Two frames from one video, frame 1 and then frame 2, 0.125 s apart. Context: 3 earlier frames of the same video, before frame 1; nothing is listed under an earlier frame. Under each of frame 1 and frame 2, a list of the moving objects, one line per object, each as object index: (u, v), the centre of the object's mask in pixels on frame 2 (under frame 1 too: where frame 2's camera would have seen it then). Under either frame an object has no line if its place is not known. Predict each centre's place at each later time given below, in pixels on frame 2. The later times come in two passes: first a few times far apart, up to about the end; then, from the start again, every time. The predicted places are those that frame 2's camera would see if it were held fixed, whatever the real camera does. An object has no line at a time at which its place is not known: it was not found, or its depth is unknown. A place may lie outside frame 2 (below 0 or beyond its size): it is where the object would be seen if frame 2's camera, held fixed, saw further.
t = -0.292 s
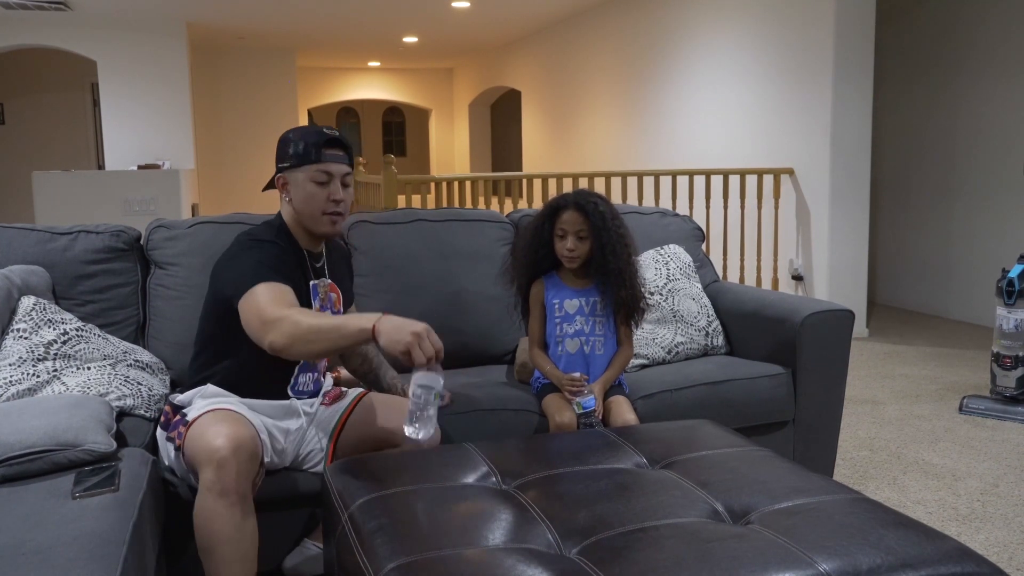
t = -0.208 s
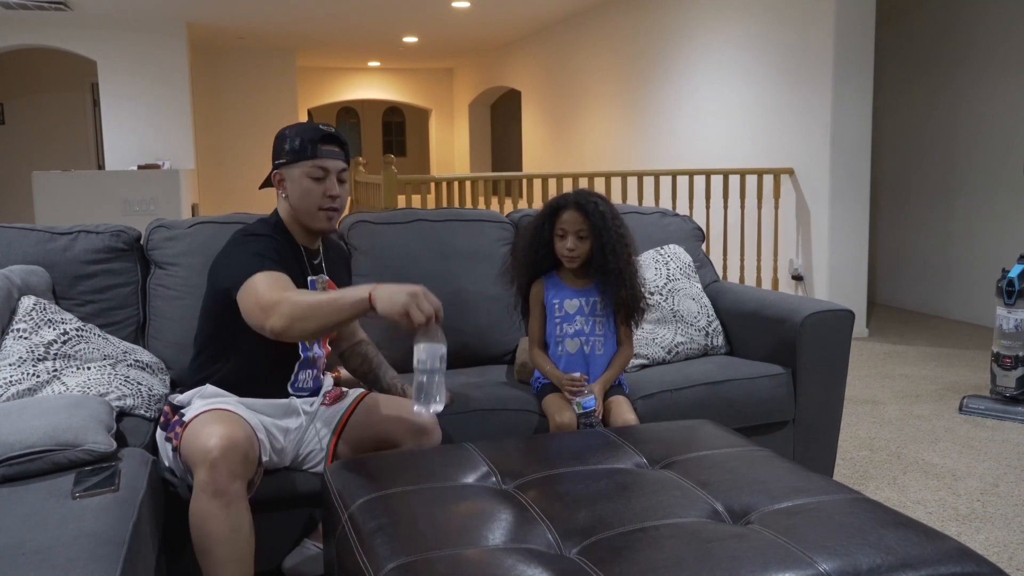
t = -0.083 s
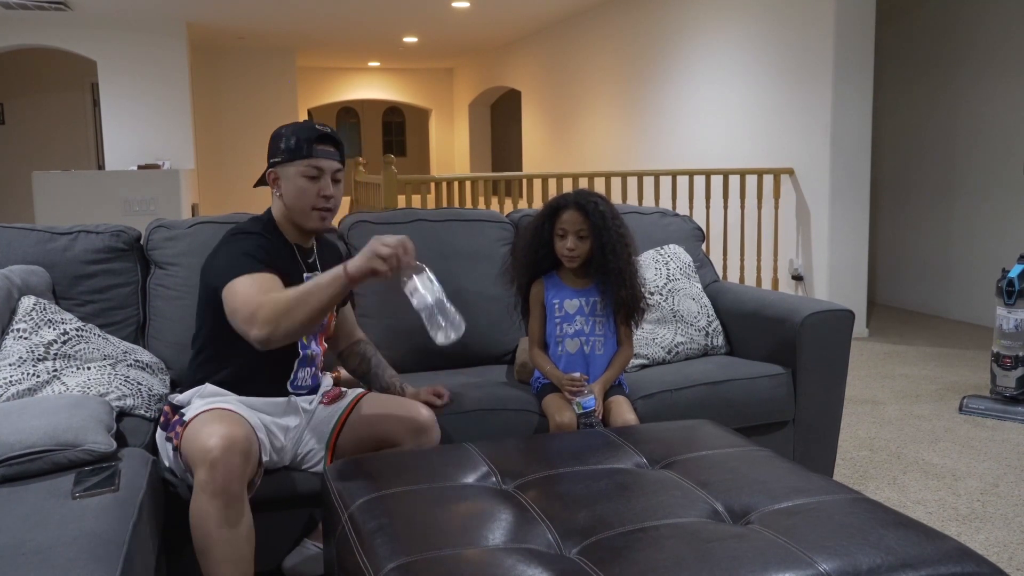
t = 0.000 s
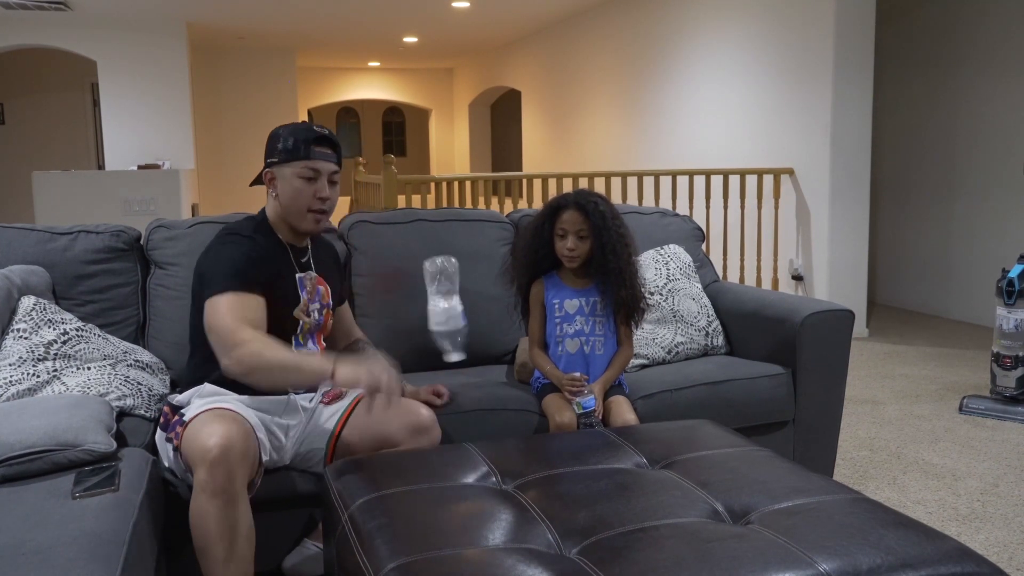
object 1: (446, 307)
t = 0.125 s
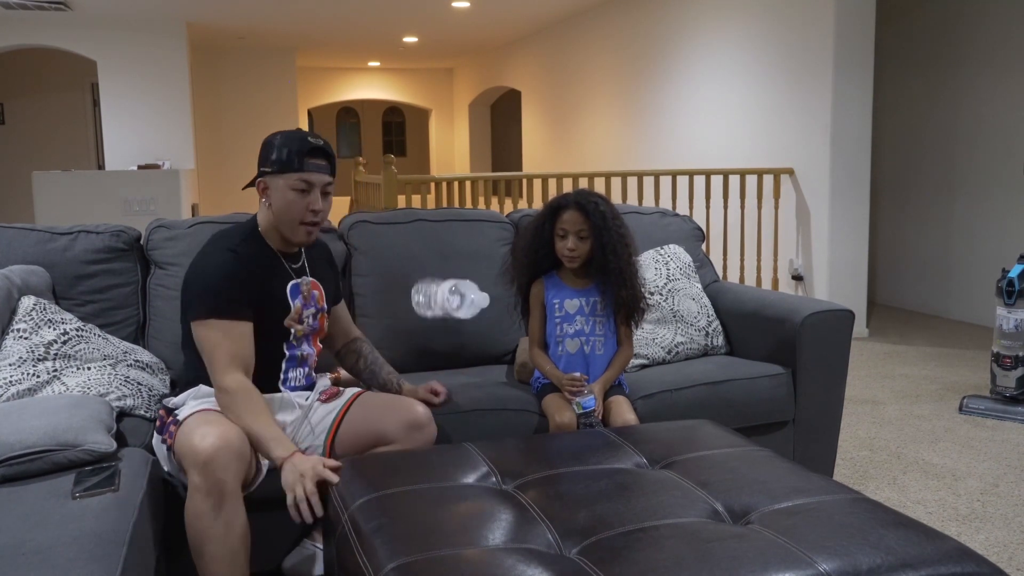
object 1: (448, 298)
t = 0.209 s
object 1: (449, 356)
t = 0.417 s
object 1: (448, 463)
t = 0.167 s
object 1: (448, 323)
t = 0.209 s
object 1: (449, 356)
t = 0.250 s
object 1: (449, 403)
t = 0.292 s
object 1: (449, 458)
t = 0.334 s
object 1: (449, 464)
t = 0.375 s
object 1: (447, 462)
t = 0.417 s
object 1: (448, 463)
